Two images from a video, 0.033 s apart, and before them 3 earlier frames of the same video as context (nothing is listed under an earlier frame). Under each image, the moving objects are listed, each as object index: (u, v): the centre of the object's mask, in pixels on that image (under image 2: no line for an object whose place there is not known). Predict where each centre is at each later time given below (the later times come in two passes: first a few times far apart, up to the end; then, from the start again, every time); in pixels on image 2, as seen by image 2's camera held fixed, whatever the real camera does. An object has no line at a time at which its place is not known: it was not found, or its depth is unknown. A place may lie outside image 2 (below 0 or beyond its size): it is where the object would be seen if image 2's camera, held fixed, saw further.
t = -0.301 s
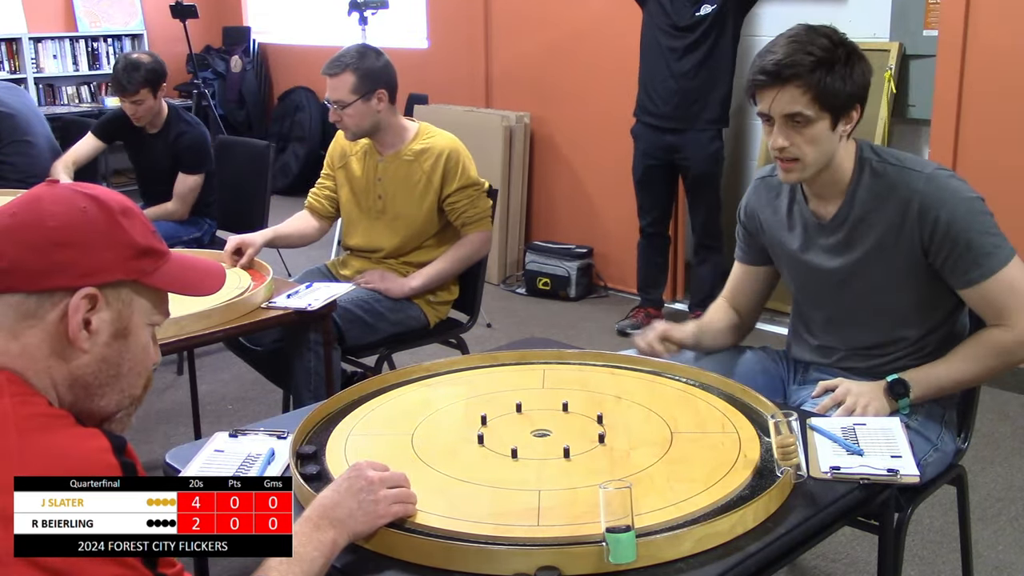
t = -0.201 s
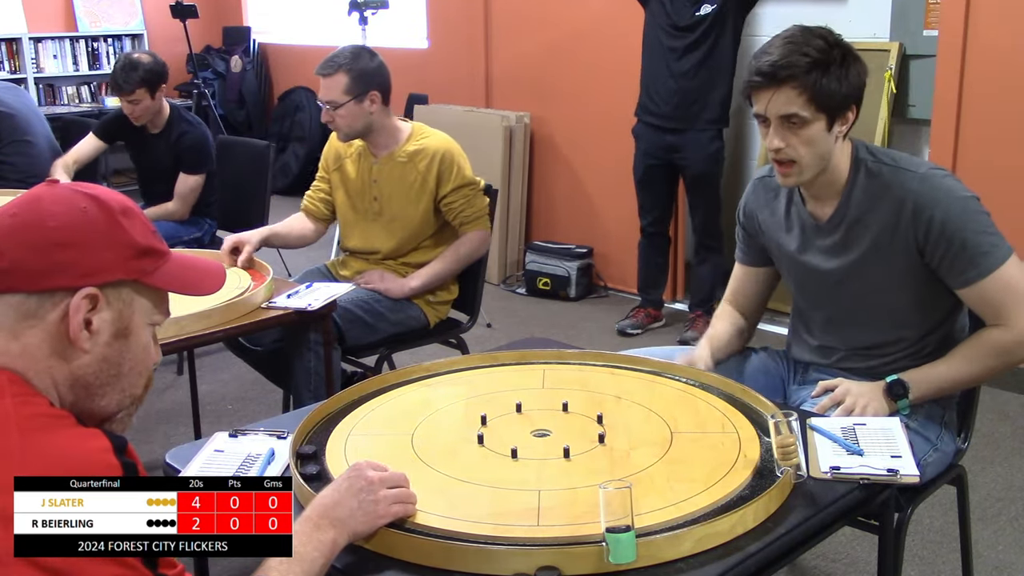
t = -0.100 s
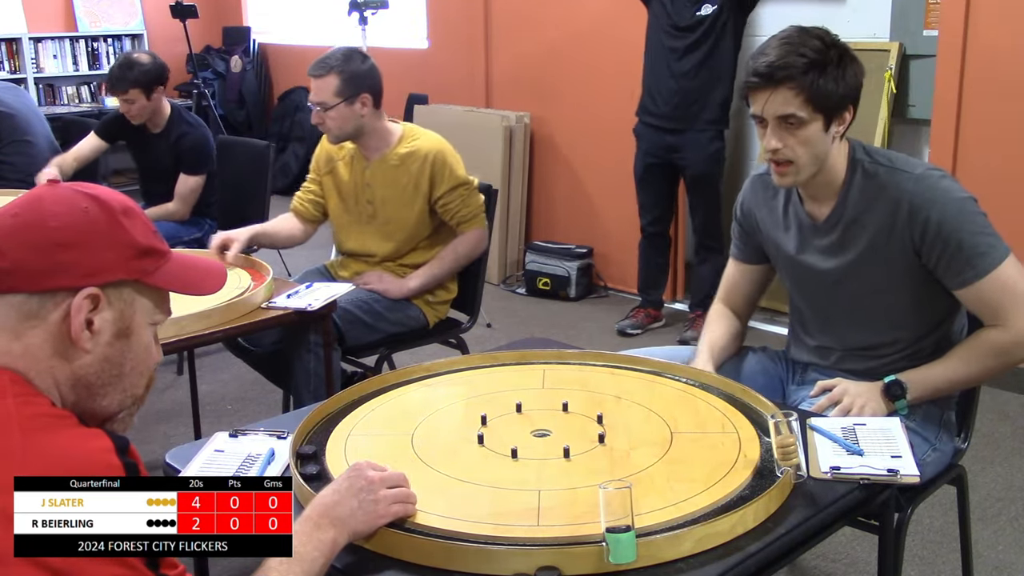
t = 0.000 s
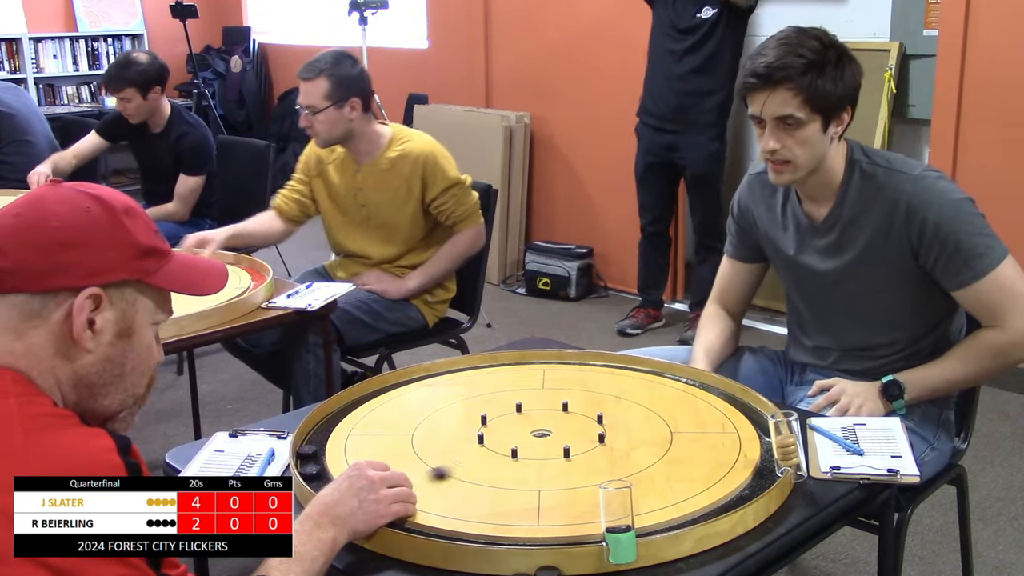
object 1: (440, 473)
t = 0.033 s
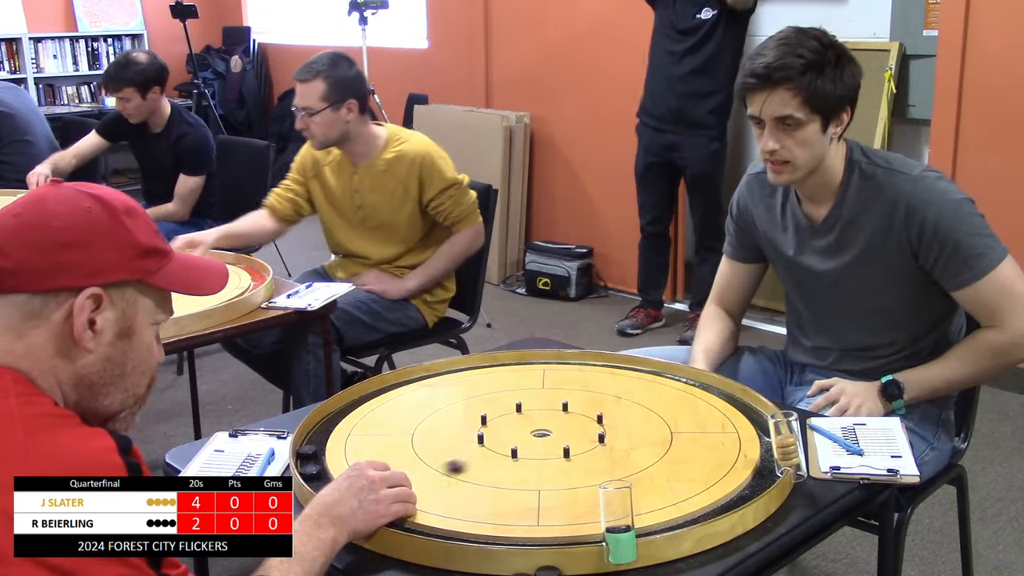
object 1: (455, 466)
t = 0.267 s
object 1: (537, 432)
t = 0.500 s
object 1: (529, 427)
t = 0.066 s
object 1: (469, 460)
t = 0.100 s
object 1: (482, 455)
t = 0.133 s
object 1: (494, 449)
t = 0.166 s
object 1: (505, 444)
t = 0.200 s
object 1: (516, 440)
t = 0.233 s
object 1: (525, 436)
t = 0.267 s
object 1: (537, 432)
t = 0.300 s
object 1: (540, 431)
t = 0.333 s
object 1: (538, 429)
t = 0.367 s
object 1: (536, 429)
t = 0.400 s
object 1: (535, 429)
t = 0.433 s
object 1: (530, 427)
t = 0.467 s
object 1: (530, 427)
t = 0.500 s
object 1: (529, 427)
